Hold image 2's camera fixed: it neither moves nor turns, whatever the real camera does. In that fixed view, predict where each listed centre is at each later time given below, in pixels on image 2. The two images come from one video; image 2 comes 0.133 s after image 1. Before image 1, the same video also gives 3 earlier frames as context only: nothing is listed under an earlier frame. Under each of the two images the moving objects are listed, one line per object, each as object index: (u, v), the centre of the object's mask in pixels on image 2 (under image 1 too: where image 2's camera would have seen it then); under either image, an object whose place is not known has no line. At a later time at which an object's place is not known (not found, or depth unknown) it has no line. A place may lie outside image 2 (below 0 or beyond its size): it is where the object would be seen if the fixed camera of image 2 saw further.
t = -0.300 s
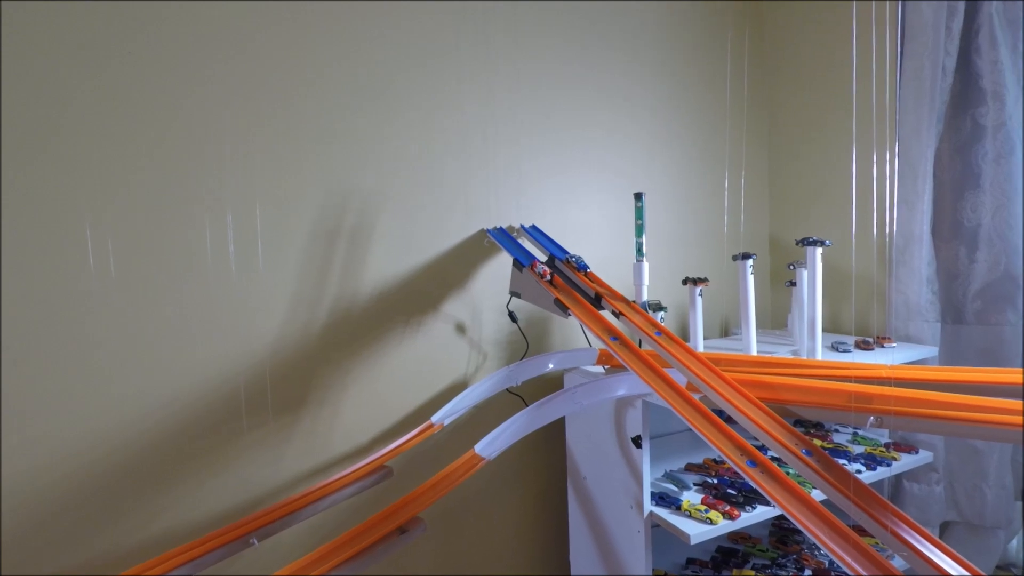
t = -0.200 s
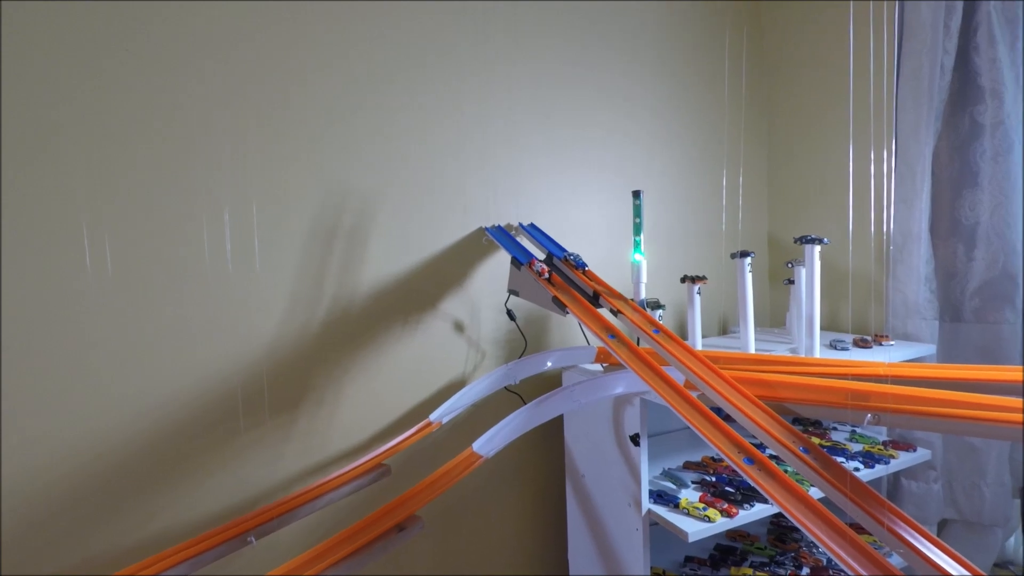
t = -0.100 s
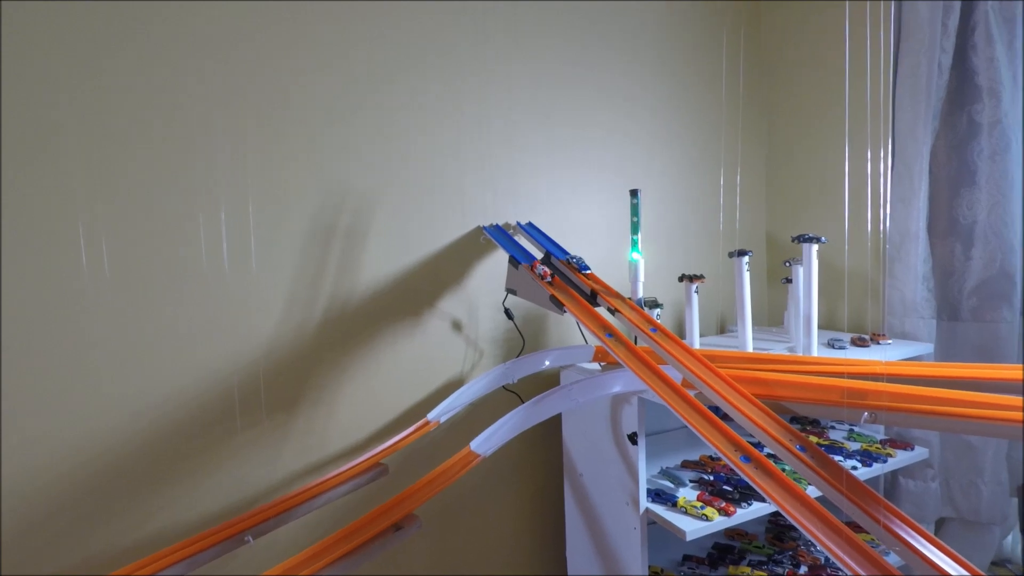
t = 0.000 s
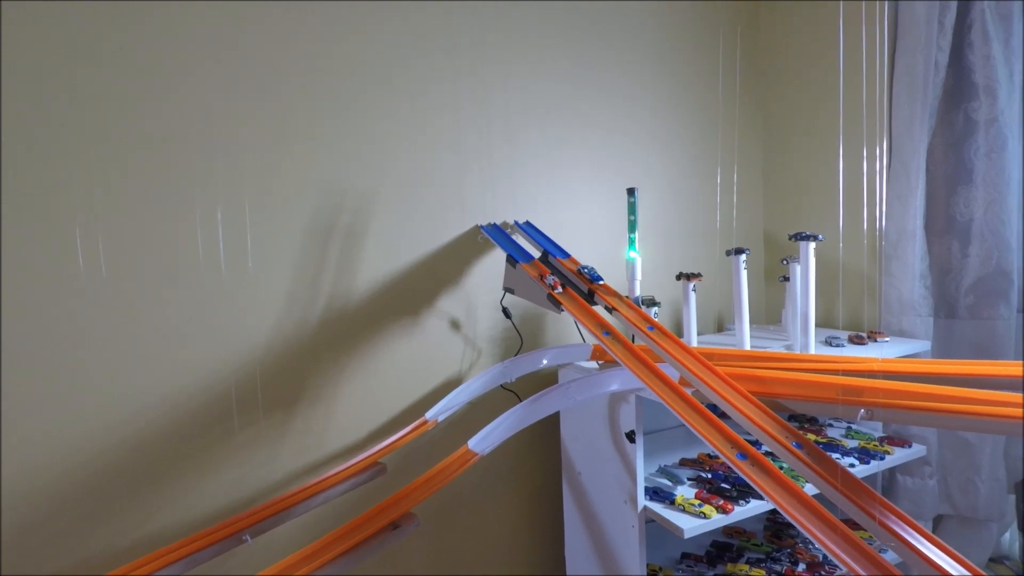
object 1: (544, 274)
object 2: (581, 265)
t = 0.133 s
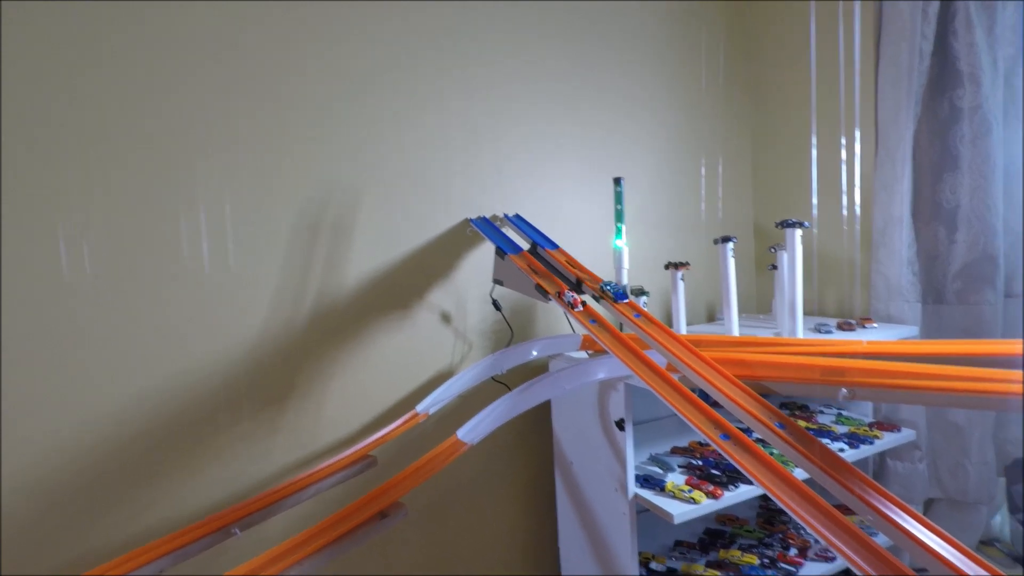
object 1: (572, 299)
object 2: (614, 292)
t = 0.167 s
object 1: (579, 307)
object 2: (622, 300)
